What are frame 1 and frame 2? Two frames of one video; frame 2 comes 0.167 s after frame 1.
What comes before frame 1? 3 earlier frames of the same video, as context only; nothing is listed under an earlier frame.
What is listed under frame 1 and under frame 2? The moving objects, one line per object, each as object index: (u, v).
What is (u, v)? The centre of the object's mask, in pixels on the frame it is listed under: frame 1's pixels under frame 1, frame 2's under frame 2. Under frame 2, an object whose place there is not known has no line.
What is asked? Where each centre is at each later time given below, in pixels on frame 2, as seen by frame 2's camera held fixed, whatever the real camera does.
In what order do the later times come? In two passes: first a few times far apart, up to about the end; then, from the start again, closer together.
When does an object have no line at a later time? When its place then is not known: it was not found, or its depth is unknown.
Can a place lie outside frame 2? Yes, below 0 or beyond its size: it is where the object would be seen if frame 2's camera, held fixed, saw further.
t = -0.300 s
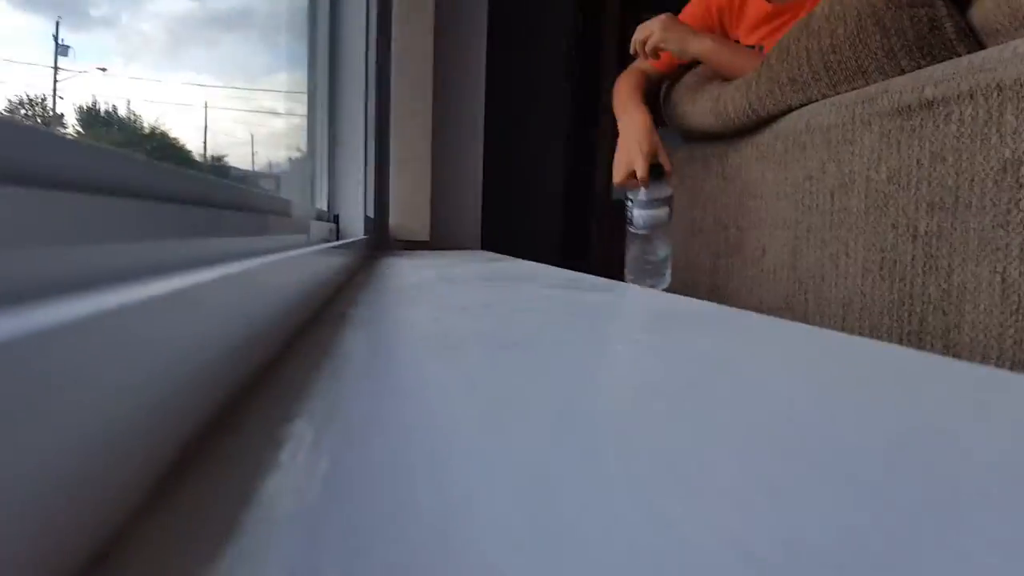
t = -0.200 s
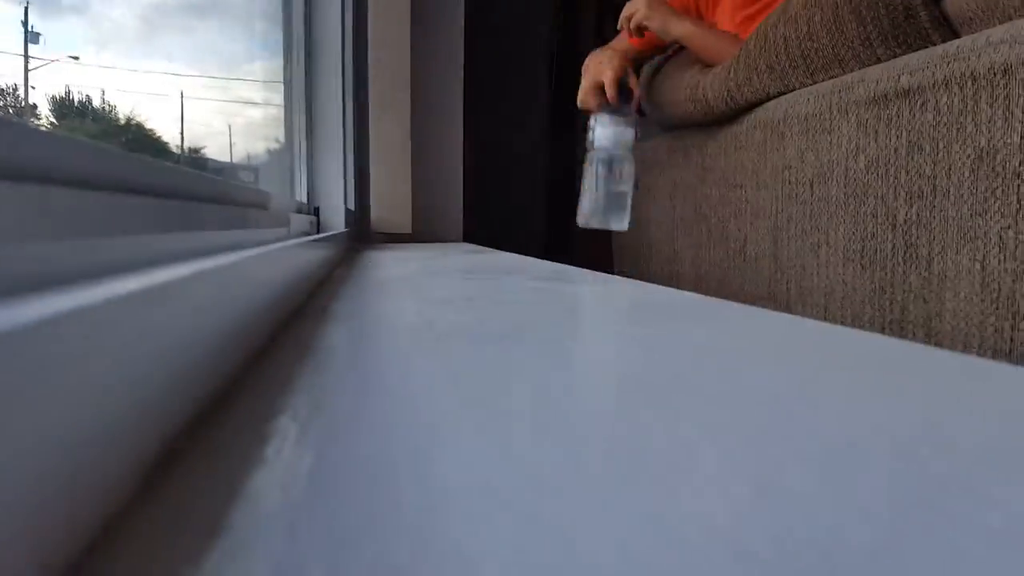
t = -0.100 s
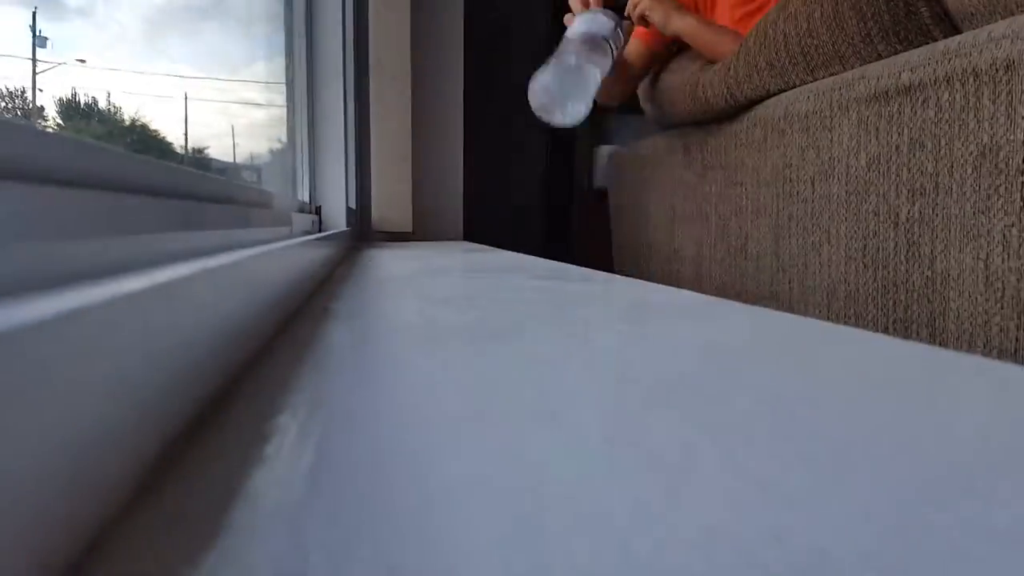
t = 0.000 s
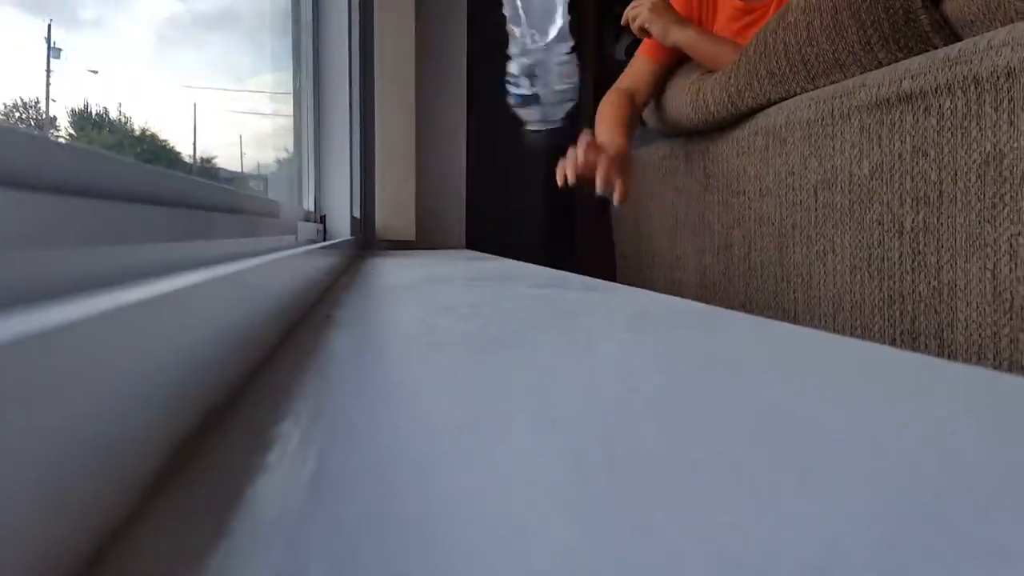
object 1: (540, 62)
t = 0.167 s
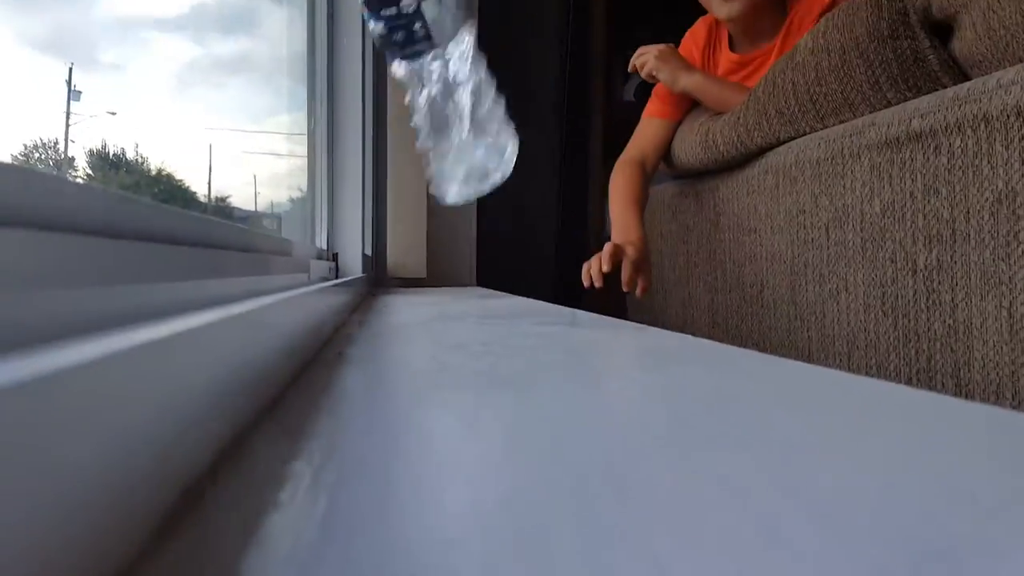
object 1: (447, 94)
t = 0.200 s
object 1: (415, 140)
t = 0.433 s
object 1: (436, 169)
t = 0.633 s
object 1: (453, 167)
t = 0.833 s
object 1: (454, 167)
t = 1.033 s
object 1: (457, 166)
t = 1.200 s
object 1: (458, 167)
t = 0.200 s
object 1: (415, 140)
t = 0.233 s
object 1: (394, 183)
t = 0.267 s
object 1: (392, 180)
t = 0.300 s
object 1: (396, 173)
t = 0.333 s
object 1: (406, 171)
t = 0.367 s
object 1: (416, 168)
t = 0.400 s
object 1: (427, 169)
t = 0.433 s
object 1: (436, 169)
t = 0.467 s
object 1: (443, 169)
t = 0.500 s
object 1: (448, 169)
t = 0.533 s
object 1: (450, 168)
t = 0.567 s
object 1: (452, 168)
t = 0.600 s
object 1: (454, 167)
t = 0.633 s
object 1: (453, 167)
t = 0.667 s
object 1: (453, 168)
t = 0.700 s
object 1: (453, 167)
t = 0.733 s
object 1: (454, 167)
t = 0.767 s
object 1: (454, 167)
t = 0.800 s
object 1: (454, 167)
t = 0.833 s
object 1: (454, 167)
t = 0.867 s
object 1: (454, 166)
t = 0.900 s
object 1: (454, 167)
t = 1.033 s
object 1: (457, 166)
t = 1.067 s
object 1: (456, 166)
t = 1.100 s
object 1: (457, 166)
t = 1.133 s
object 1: (457, 167)
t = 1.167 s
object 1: (457, 167)
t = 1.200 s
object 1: (458, 167)
